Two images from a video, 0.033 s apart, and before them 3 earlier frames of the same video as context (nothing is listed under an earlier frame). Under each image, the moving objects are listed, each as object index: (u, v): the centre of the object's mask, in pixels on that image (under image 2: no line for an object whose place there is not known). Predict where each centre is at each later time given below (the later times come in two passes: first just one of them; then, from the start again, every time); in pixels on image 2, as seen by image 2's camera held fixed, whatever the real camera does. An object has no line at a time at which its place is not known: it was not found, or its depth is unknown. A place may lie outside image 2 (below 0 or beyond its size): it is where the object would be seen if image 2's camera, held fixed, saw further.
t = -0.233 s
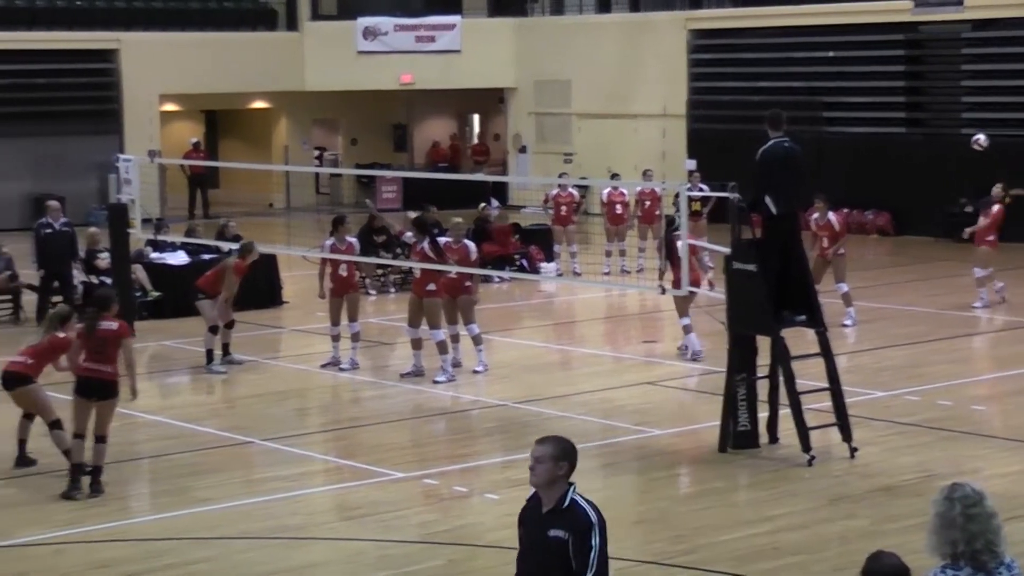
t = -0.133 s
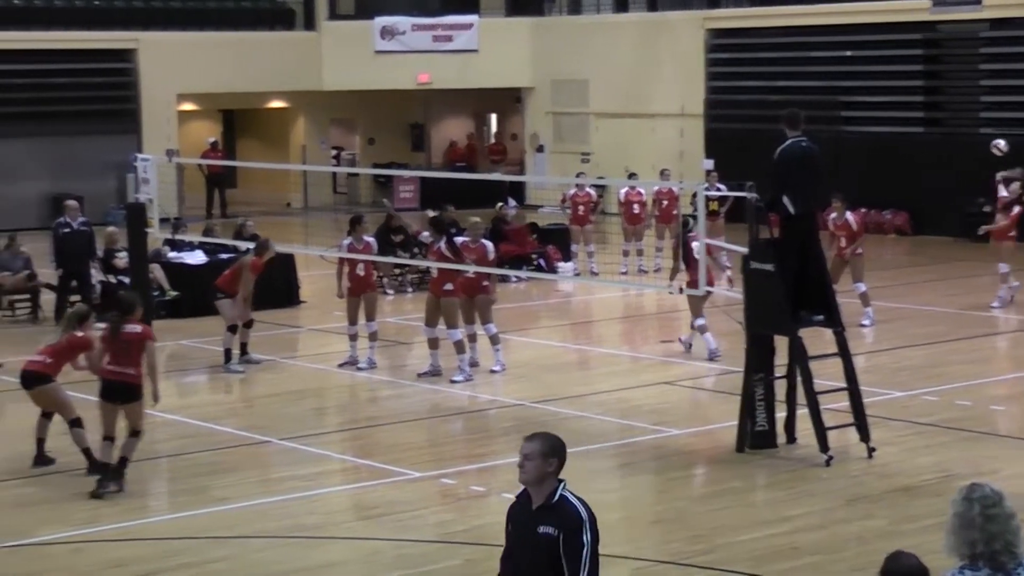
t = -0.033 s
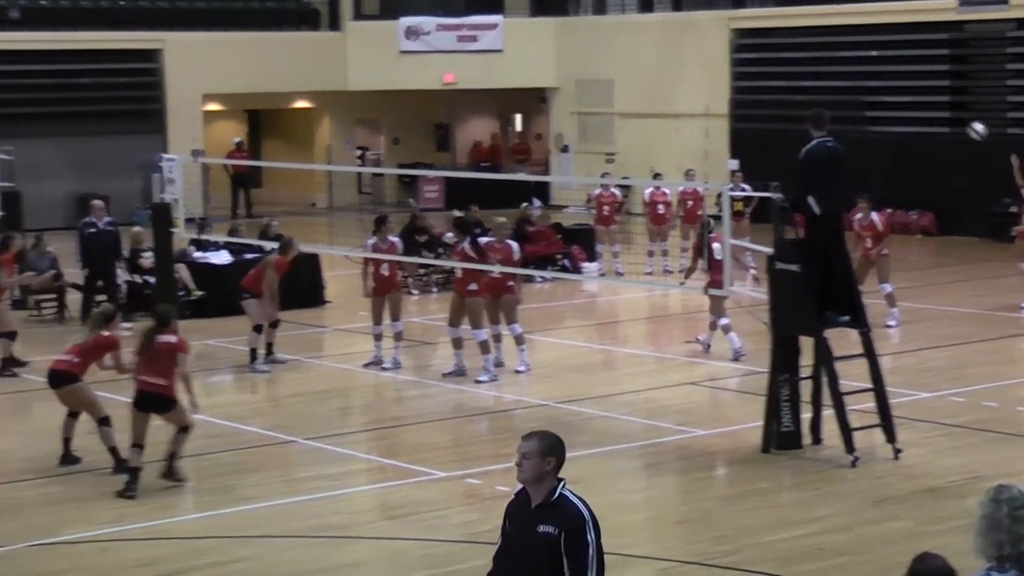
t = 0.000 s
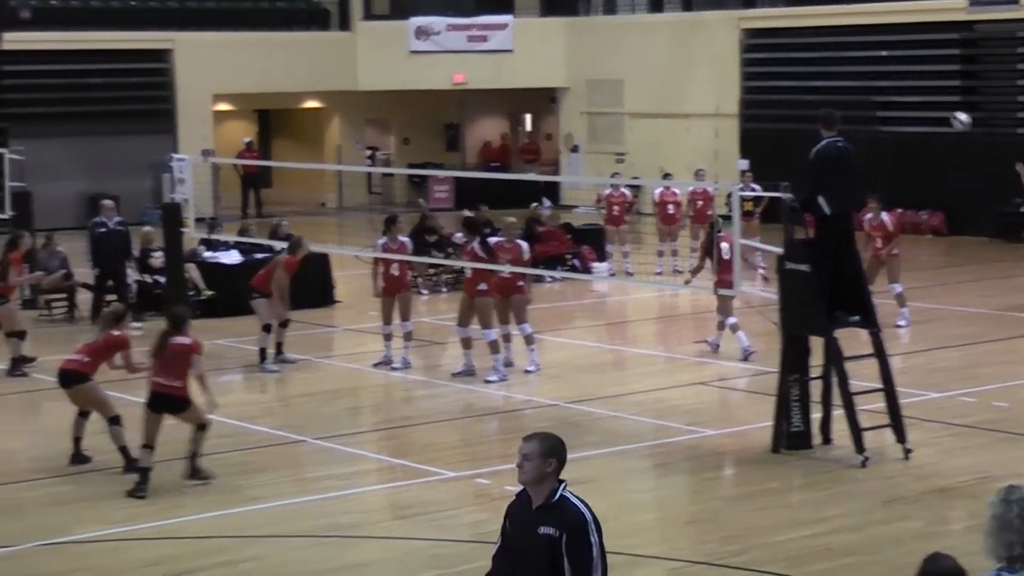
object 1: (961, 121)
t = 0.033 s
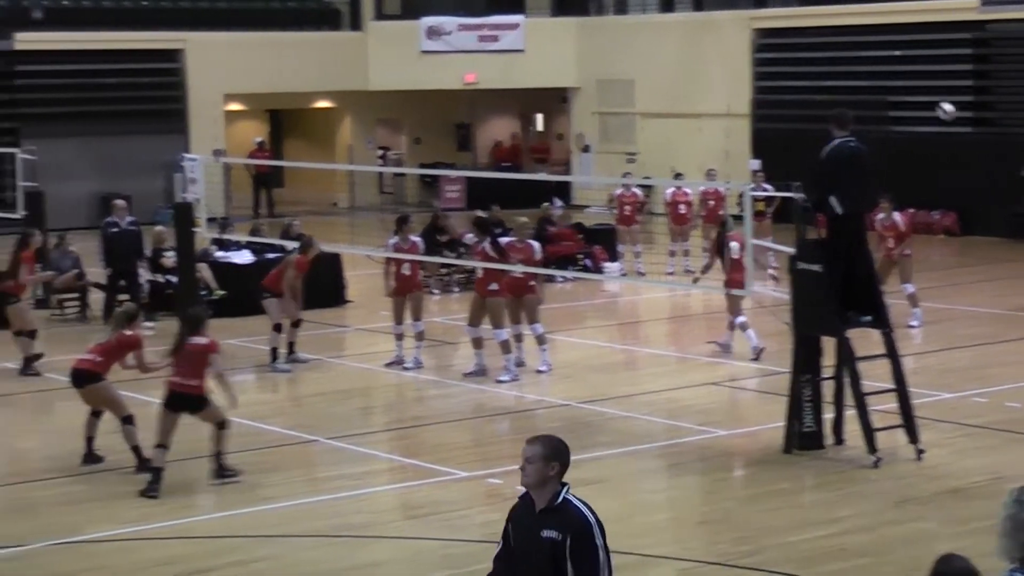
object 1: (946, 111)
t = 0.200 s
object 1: (804, 74)
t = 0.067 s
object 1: (919, 102)
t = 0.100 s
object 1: (890, 94)
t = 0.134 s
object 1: (862, 87)
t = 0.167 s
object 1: (833, 81)
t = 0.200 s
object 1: (804, 74)
